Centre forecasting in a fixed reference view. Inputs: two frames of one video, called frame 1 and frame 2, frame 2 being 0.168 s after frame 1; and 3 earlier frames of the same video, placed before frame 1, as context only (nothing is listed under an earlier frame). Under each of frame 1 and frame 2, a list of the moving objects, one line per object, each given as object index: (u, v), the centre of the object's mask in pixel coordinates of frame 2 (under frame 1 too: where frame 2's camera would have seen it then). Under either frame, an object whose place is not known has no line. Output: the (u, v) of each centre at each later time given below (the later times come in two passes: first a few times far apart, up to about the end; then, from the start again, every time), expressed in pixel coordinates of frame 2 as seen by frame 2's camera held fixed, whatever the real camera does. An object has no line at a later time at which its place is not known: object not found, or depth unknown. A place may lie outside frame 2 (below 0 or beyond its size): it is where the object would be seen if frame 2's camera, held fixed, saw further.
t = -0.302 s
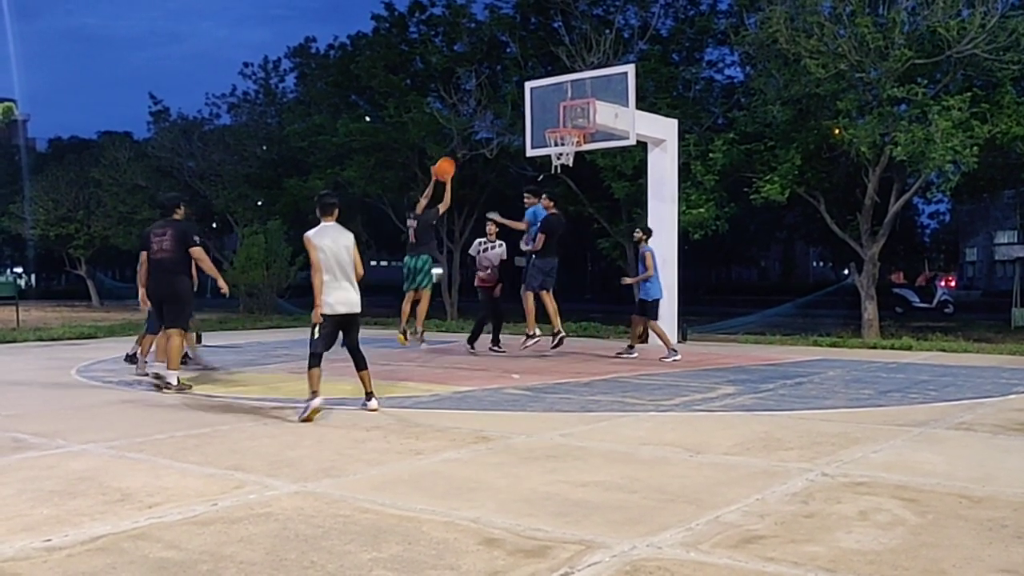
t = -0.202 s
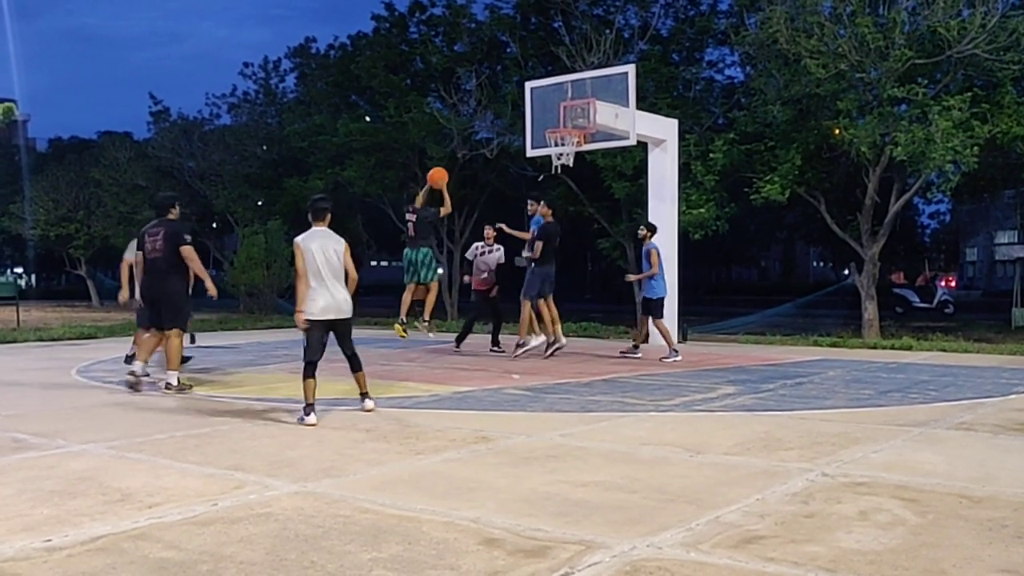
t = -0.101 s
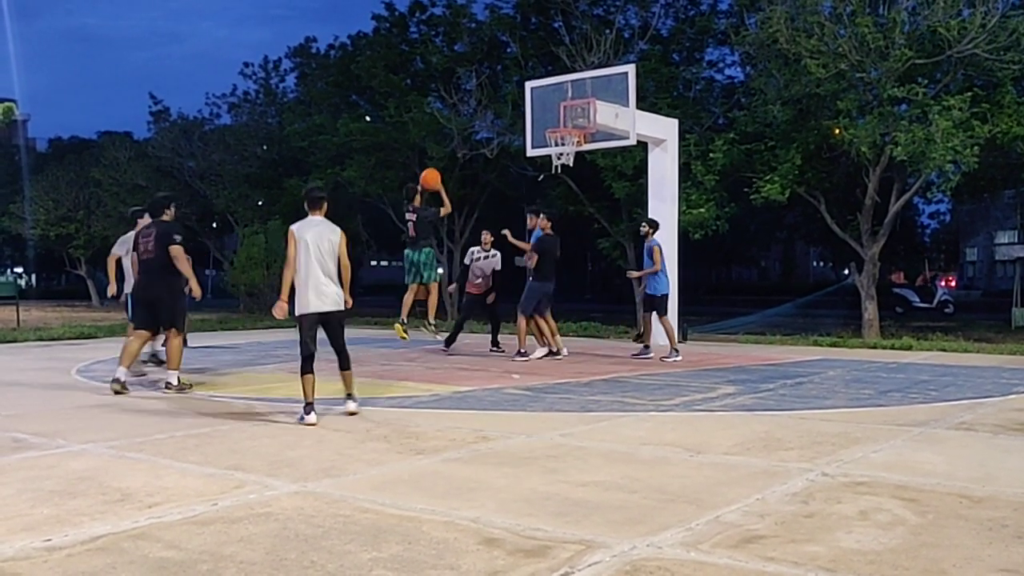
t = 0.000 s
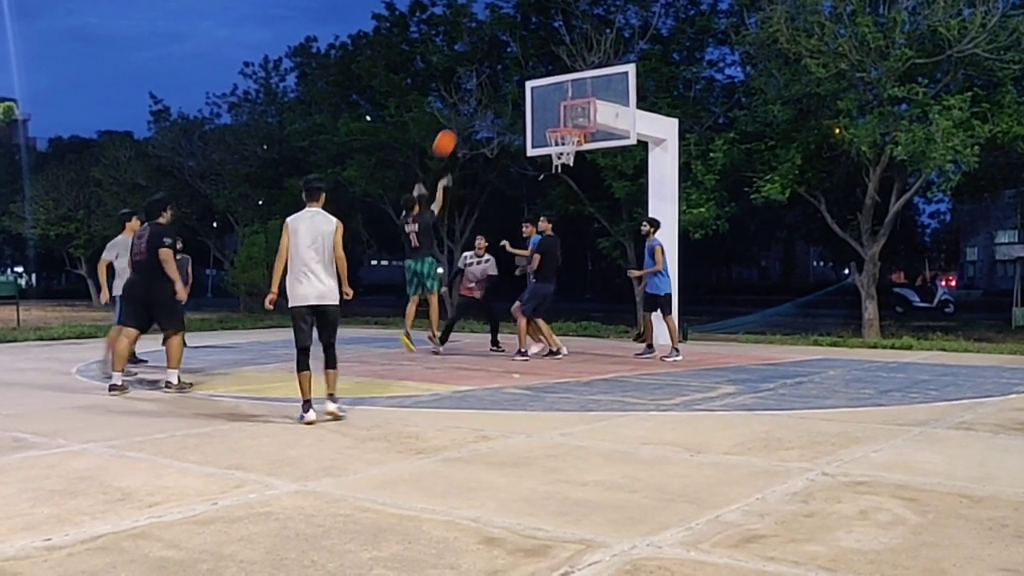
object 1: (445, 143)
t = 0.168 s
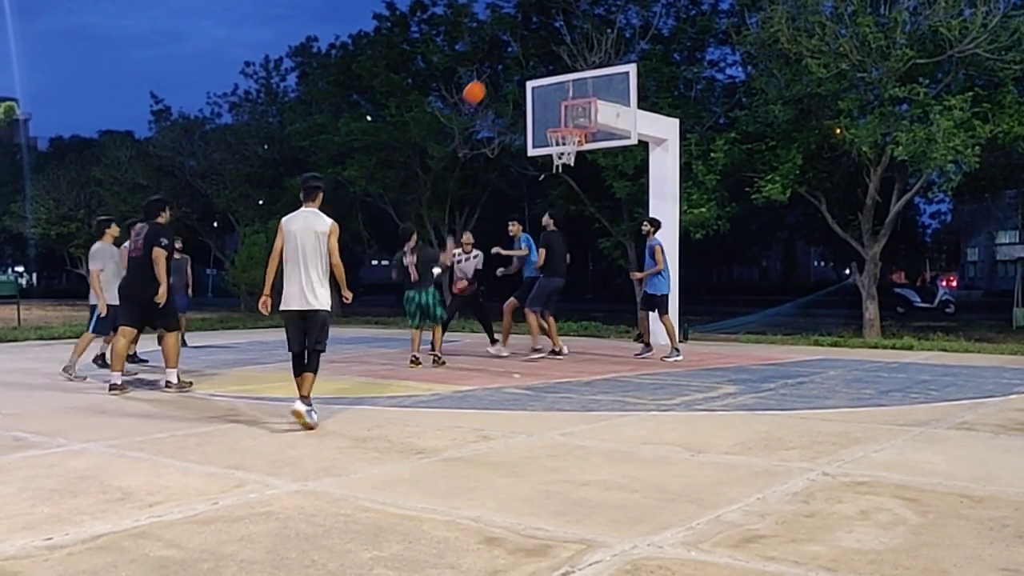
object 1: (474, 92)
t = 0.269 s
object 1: (491, 73)
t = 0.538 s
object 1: (533, 62)
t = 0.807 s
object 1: (573, 104)
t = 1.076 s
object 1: (603, 104)
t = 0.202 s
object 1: (480, 85)
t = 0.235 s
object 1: (485, 79)
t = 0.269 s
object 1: (491, 73)
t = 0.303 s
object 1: (496, 69)
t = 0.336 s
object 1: (502, 65)
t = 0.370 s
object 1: (507, 62)
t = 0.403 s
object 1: (513, 60)
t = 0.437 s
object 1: (518, 60)
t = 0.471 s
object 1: (523, 60)
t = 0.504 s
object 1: (528, 60)
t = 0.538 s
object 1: (533, 62)
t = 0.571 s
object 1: (538, 65)
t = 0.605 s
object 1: (543, 68)
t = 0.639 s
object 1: (547, 71)
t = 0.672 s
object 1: (553, 76)
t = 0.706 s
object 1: (558, 82)
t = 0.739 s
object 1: (563, 90)
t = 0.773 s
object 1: (568, 96)
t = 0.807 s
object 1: (573, 104)
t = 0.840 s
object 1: (577, 112)
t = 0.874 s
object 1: (582, 121)
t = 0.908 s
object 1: (586, 118)
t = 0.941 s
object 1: (590, 114)
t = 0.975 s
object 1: (595, 110)
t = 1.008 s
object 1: (599, 108)
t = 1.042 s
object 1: (603, 106)
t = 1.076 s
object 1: (603, 104)
